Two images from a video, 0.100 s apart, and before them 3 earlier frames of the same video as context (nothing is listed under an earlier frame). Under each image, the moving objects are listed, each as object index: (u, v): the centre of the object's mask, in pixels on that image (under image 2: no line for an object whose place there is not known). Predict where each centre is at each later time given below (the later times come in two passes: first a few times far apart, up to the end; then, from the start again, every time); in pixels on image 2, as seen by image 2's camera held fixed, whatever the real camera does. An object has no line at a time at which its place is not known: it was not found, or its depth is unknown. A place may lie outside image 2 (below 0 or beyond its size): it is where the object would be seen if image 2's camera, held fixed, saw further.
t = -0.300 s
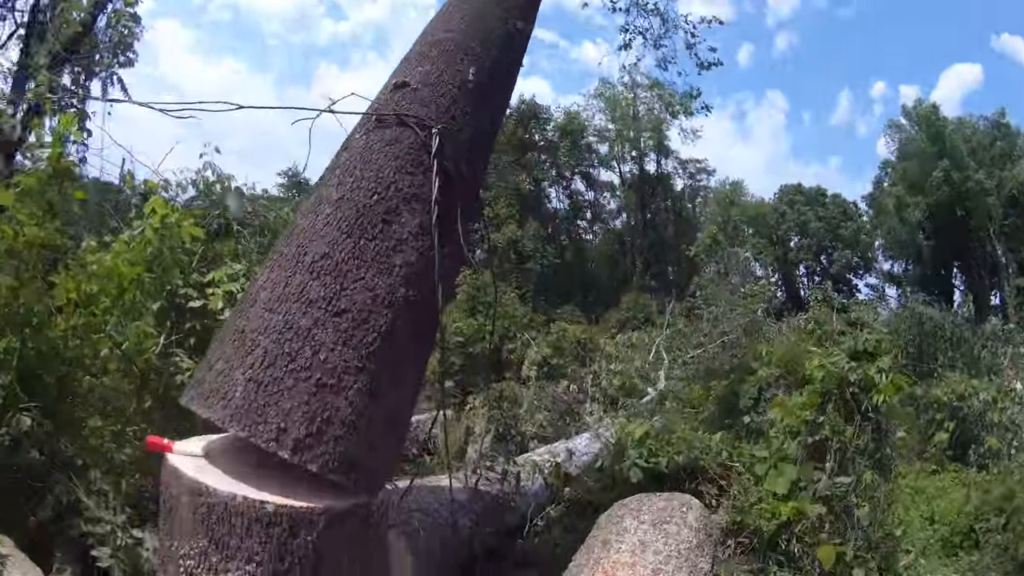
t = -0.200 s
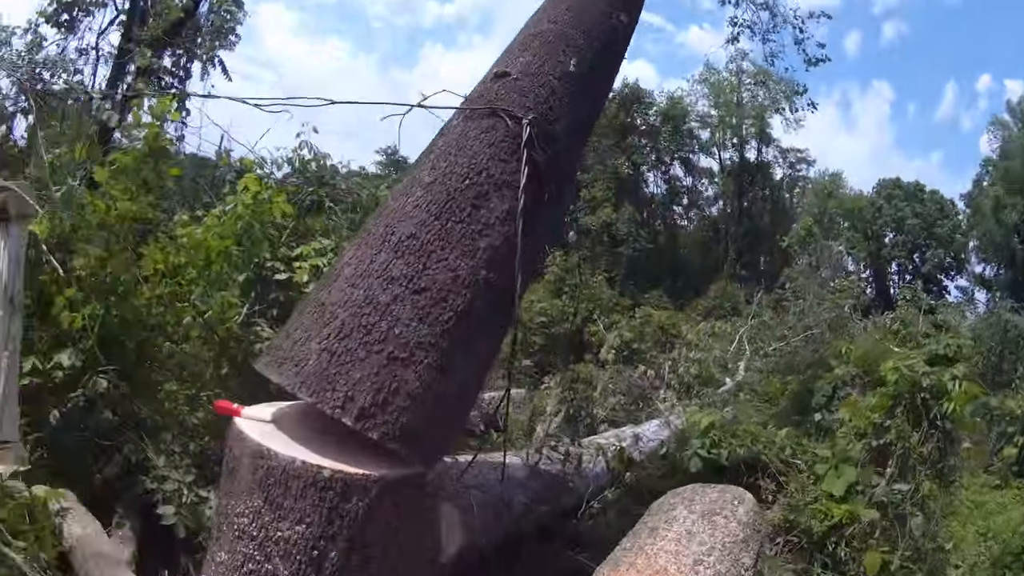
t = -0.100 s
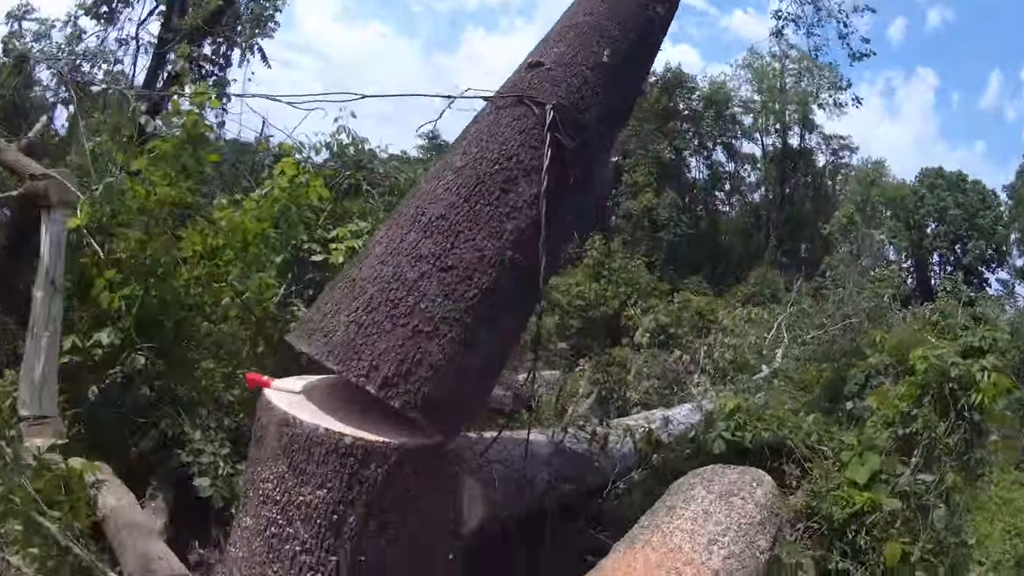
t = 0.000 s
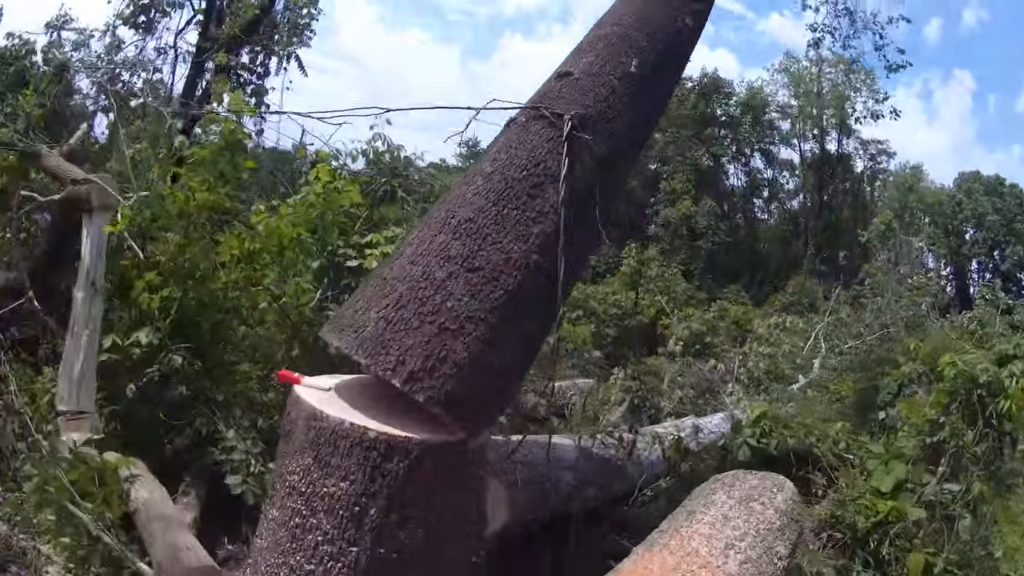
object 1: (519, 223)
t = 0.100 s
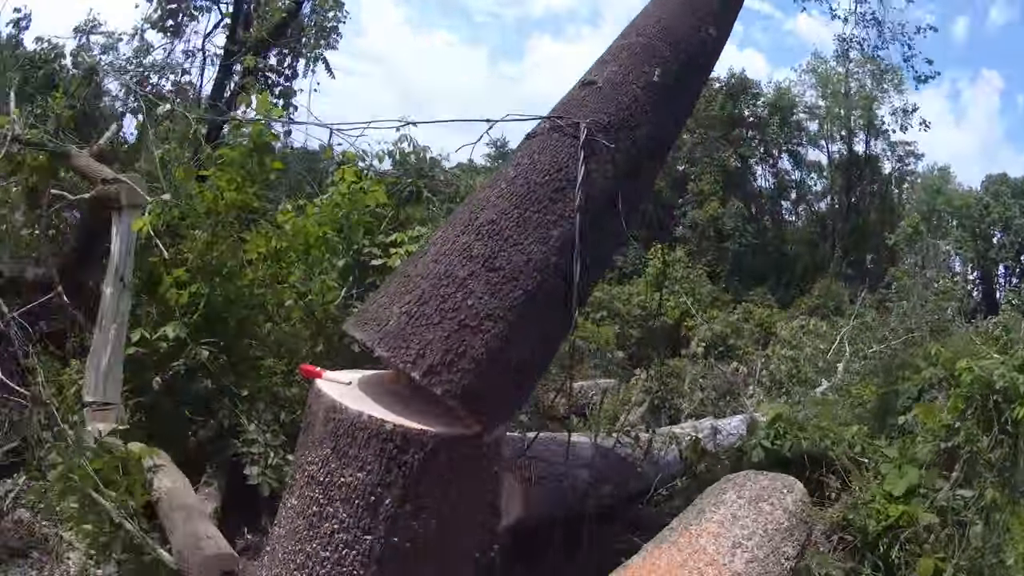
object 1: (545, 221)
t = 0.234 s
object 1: (551, 220)
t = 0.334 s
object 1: (555, 222)
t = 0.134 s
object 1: (547, 221)
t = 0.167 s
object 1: (548, 221)
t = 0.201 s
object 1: (550, 221)
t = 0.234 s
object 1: (551, 220)
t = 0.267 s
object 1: (552, 221)
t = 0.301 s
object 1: (554, 221)
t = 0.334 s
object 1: (555, 222)
